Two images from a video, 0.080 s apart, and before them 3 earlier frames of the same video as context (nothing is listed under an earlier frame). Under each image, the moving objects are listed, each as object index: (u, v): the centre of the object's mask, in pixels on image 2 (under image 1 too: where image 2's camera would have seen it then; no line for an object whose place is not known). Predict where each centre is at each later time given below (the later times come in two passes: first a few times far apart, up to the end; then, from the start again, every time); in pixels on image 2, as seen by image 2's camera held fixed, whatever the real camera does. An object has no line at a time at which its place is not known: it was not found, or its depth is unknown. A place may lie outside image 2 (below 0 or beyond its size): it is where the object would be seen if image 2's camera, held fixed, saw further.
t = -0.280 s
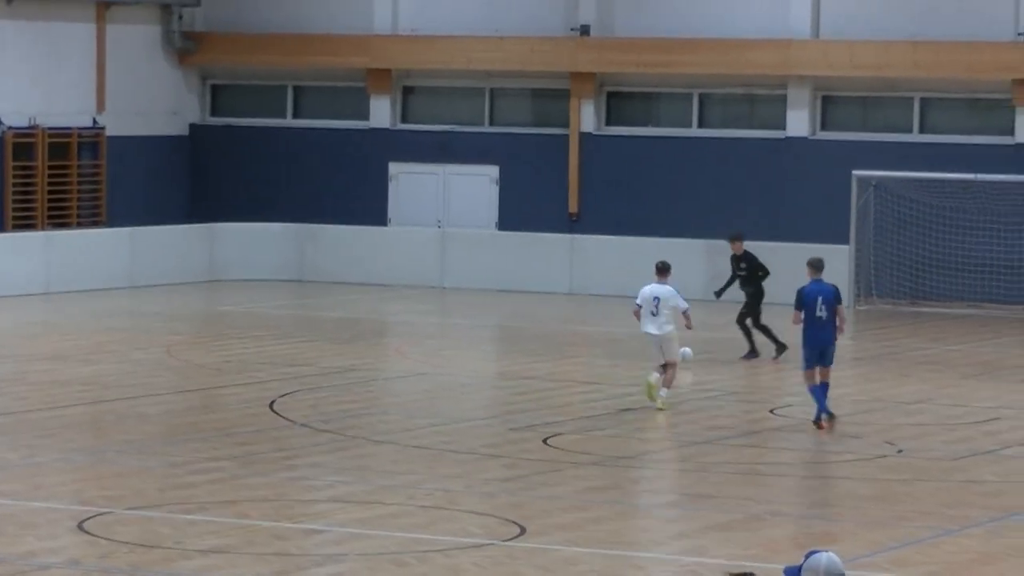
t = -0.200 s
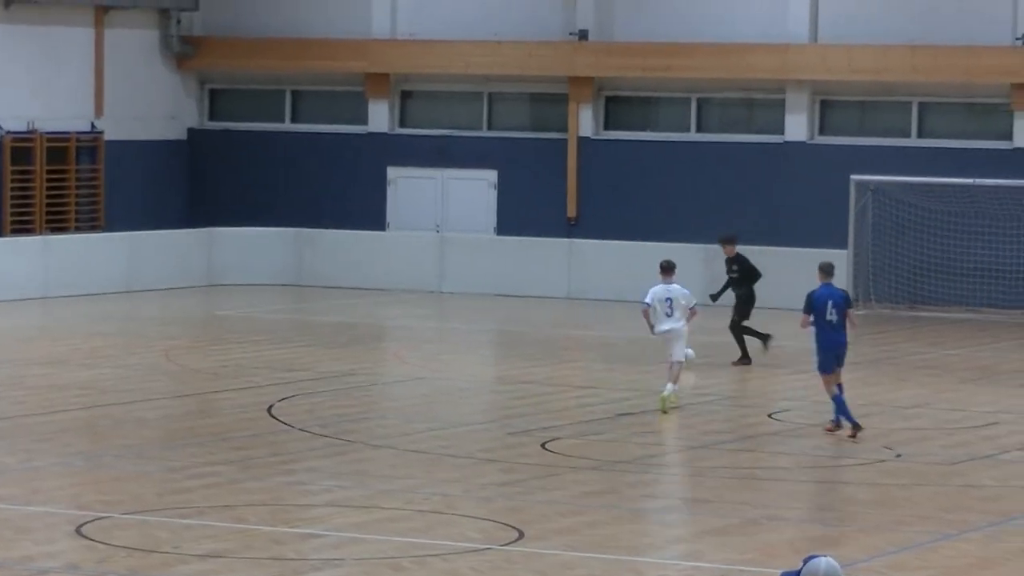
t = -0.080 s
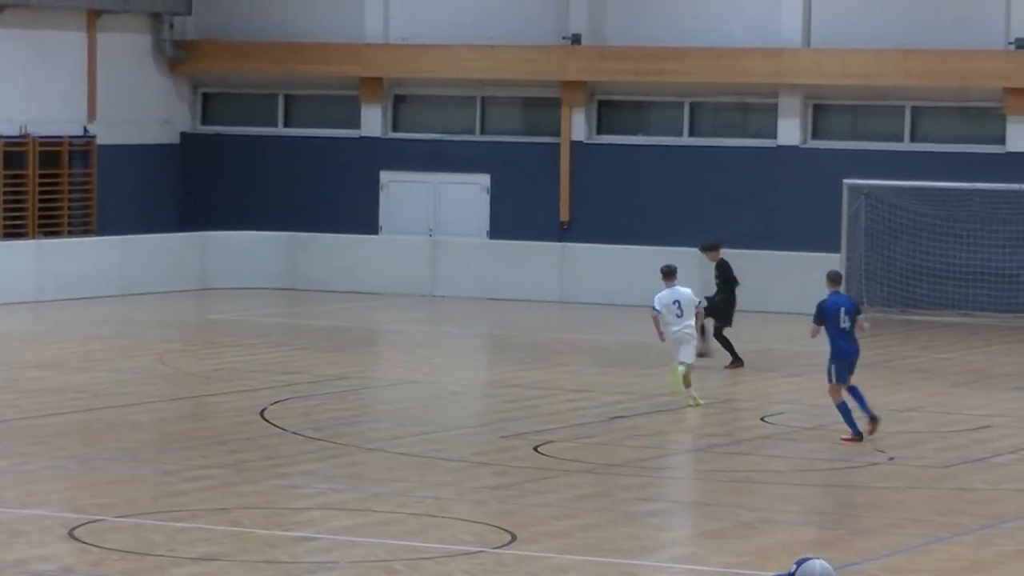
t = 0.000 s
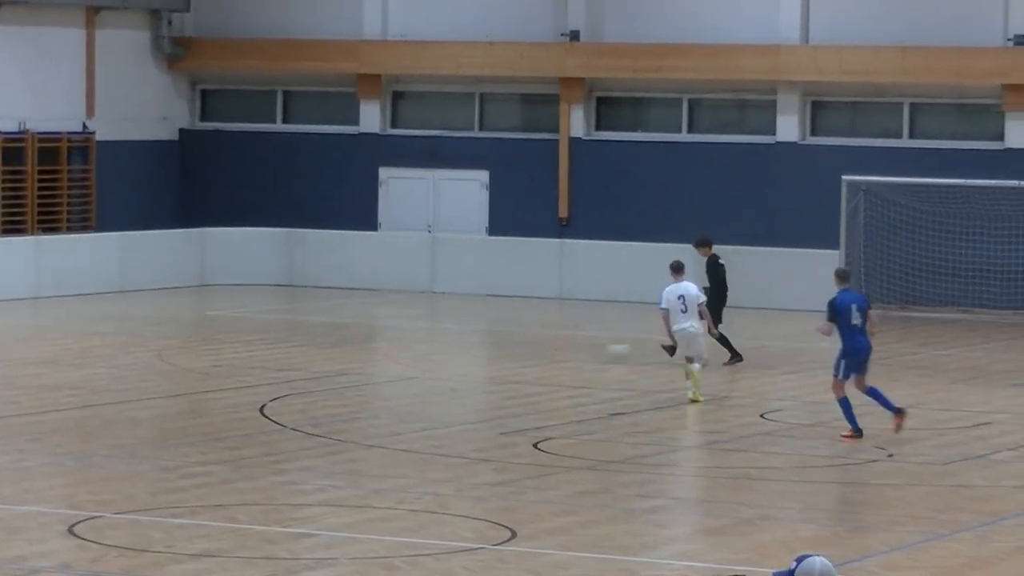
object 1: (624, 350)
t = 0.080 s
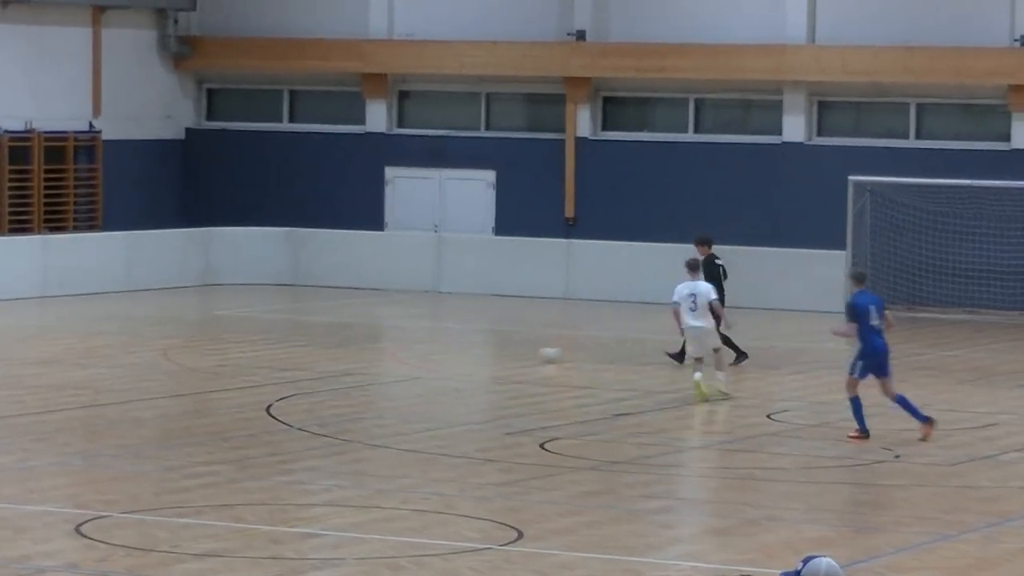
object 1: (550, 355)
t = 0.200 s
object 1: (450, 355)
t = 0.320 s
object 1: (359, 353)
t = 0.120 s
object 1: (516, 354)
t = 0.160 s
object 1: (482, 354)
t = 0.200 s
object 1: (450, 355)
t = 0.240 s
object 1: (418, 354)
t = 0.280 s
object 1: (388, 353)
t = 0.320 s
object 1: (359, 353)
